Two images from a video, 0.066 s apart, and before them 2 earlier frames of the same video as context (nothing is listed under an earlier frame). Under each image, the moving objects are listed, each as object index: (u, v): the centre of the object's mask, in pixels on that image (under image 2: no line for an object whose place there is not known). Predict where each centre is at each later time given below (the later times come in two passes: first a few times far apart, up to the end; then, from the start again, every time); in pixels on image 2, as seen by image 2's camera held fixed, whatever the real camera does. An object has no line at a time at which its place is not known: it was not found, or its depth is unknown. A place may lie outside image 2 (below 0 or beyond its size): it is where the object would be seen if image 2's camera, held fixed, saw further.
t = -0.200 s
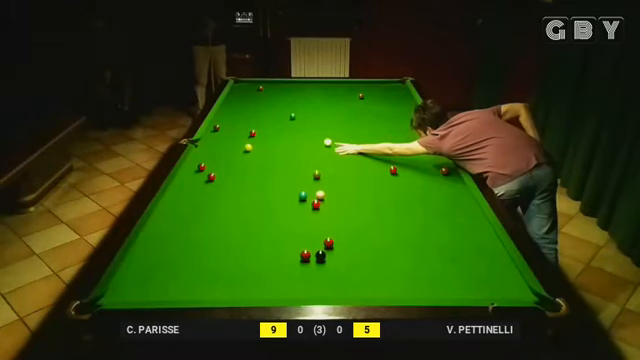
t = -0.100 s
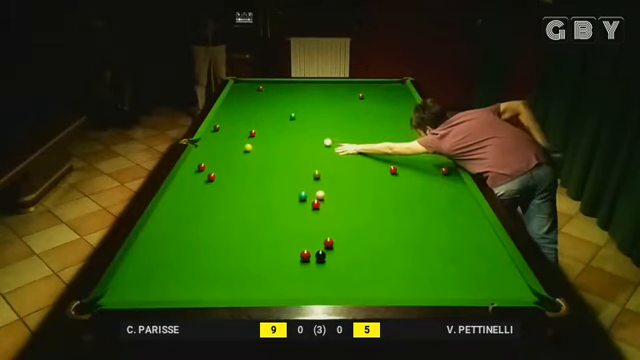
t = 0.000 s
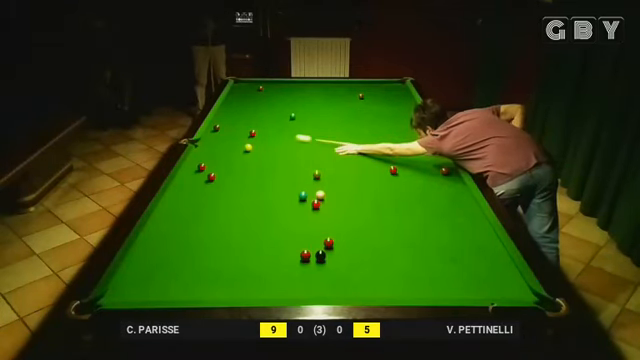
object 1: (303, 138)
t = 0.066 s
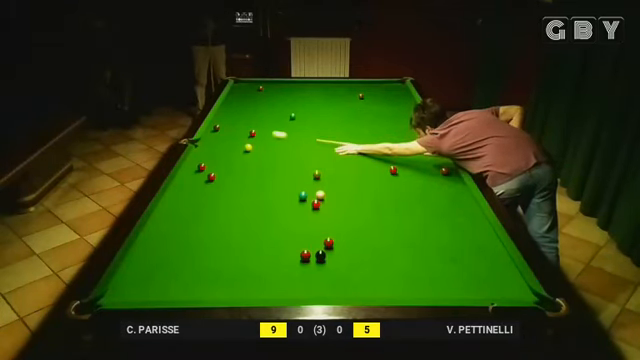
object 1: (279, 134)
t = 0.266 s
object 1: (243, 121)
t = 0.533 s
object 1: (224, 108)
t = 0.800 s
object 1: (238, 99)
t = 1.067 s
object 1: (254, 90)
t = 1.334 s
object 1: (254, 86)
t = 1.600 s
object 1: (253, 83)
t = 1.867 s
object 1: (252, 81)
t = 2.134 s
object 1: (253, 82)
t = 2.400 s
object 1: (254, 84)
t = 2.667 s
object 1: (255, 85)
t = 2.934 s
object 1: (255, 86)
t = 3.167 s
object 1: (256, 86)
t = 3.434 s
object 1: (256, 87)
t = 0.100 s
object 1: (268, 132)
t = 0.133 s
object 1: (259, 131)
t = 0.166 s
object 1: (254, 128)
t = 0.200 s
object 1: (251, 126)
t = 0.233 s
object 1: (247, 123)
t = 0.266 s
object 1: (243, 121)
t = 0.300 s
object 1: (241, 119)
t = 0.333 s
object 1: (238, 117)
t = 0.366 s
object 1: (235, 116)
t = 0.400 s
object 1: (233, 114)
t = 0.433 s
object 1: (231, 113)
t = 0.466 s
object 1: (229, 111)
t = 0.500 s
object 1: (227, 110)
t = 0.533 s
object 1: (224, 108)
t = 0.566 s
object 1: (223, 107)
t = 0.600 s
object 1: (225, 105)
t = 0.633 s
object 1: (227, 104)
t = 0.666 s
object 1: (229, 103)
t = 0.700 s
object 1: (232, 101)
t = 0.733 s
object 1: (234, 101)
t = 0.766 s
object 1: (236, 99)
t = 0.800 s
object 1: (238, 99)
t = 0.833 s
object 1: (240, 97)
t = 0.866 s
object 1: (242, 96)
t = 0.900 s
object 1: (244, 95)
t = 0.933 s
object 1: (246, 94)
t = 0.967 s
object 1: (248, 93)
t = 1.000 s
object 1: (250, 92)
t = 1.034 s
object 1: (252, 91)
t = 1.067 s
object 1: (254, 90)
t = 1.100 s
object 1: (255, 89)
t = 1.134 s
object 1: (255, 89)
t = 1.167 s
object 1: (255, 88)
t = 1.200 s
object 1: (255, 88)
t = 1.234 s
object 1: (254, 88)
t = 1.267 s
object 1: (254, 87)
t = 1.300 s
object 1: (254, 87)
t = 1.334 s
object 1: (254, 86)
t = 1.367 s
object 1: (254, 86)
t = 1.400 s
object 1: (254, 85)
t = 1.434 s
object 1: (253, 85)
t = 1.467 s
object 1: (253, 85)
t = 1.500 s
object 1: (253, 84)
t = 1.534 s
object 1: (253, 84)
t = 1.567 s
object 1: (253, 84)
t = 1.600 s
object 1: (253, 83)
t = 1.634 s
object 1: (253, 83)
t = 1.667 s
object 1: (252, 82)
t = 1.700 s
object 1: (252, 82)
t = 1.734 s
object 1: (252, 82)
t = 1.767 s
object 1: (252, 81)
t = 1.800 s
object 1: (252, 81)
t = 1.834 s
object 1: (252, 81)
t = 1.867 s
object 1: (252, 81)
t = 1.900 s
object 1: (252, 81)
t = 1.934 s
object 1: (252, 82)
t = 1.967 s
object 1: (253, 82)
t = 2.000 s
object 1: (253, 82)
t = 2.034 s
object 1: (253, 82)
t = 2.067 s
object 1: (253, 82)
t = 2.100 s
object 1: (253, 82)
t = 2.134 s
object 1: (253, 82)
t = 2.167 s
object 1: (253, 83)
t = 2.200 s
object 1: (253, 83)
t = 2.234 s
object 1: (254, 83)
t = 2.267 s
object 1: (254, 83)
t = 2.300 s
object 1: (254, 83)
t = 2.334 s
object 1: (254, 84)
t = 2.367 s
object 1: (254, 84)
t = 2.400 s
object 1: (254, 84)
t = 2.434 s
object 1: (254, 84)
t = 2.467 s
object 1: (254, 84)
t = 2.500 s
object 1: (254, 84)
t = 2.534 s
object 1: (254, 84)
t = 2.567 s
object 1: (254, 84)
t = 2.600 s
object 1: (255, 84)
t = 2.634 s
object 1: (255, 85)
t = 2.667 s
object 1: (255, 85)
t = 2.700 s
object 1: (255, 85)
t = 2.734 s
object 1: (255, 85)
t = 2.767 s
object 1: (255, 85)
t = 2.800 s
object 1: (255, 85)
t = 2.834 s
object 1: (255, 85)
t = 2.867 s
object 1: (255, 85)
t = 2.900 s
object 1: (255, 86)
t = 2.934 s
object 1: (255, 86)
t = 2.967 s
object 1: (255, 86)
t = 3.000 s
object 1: (256, 86)
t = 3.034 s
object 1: (256, 86)
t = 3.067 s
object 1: (256, 86)
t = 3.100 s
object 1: (256, 86)
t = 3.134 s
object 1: (256, 86)
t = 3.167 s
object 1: (256, 86)
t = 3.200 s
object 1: (256, 86)
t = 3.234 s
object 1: (256, 87)
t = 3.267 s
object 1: (256, 87)
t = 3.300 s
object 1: (256, 87)
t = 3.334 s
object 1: (256, 87)
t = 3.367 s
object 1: (256, 87)
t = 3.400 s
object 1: (256, 87)
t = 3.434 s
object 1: (256, 87)
